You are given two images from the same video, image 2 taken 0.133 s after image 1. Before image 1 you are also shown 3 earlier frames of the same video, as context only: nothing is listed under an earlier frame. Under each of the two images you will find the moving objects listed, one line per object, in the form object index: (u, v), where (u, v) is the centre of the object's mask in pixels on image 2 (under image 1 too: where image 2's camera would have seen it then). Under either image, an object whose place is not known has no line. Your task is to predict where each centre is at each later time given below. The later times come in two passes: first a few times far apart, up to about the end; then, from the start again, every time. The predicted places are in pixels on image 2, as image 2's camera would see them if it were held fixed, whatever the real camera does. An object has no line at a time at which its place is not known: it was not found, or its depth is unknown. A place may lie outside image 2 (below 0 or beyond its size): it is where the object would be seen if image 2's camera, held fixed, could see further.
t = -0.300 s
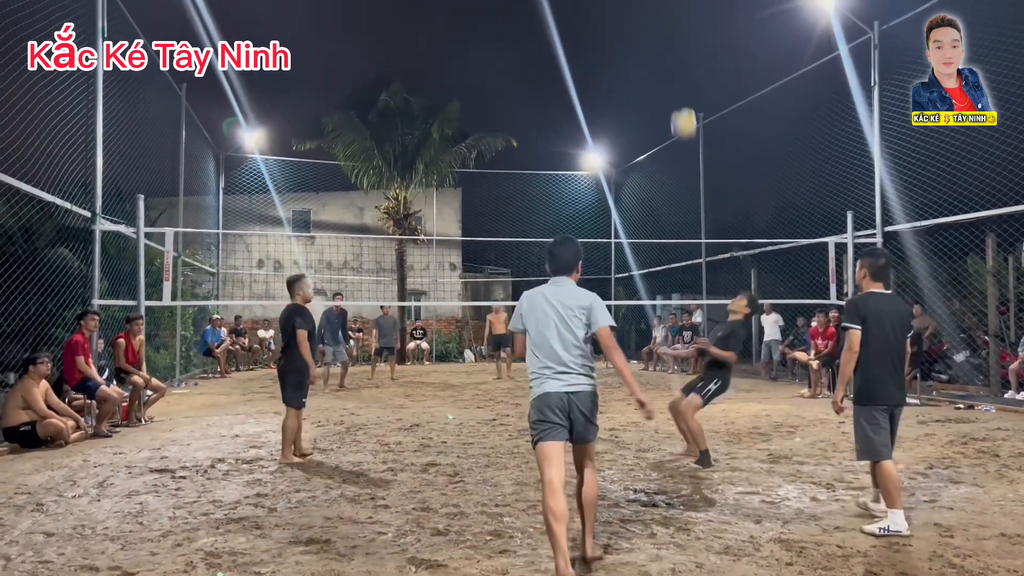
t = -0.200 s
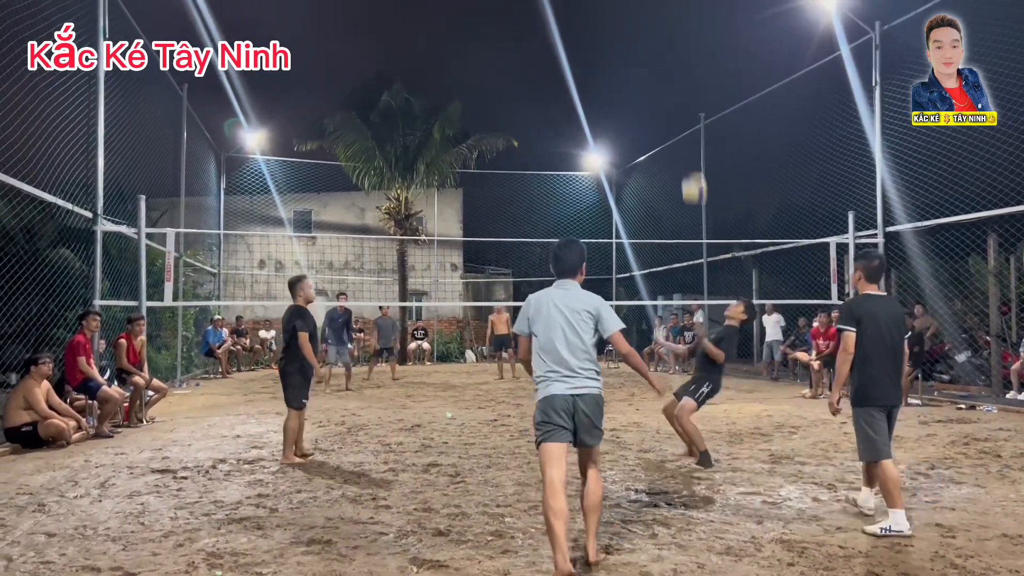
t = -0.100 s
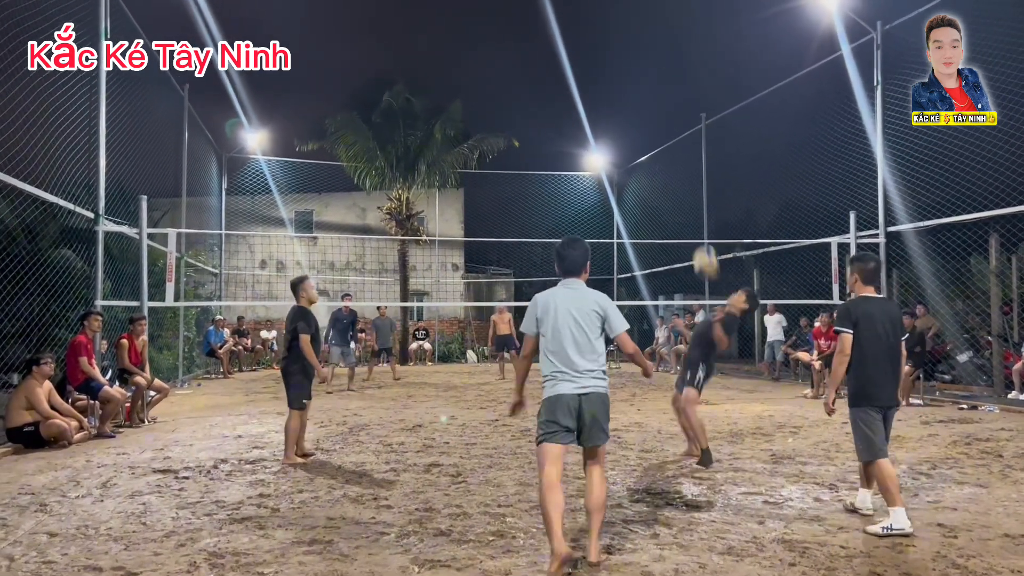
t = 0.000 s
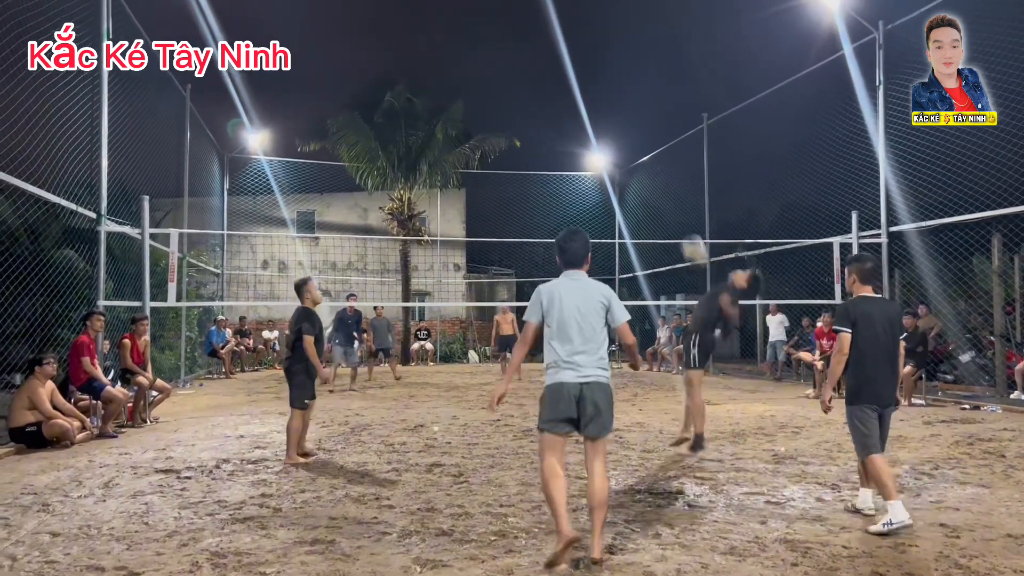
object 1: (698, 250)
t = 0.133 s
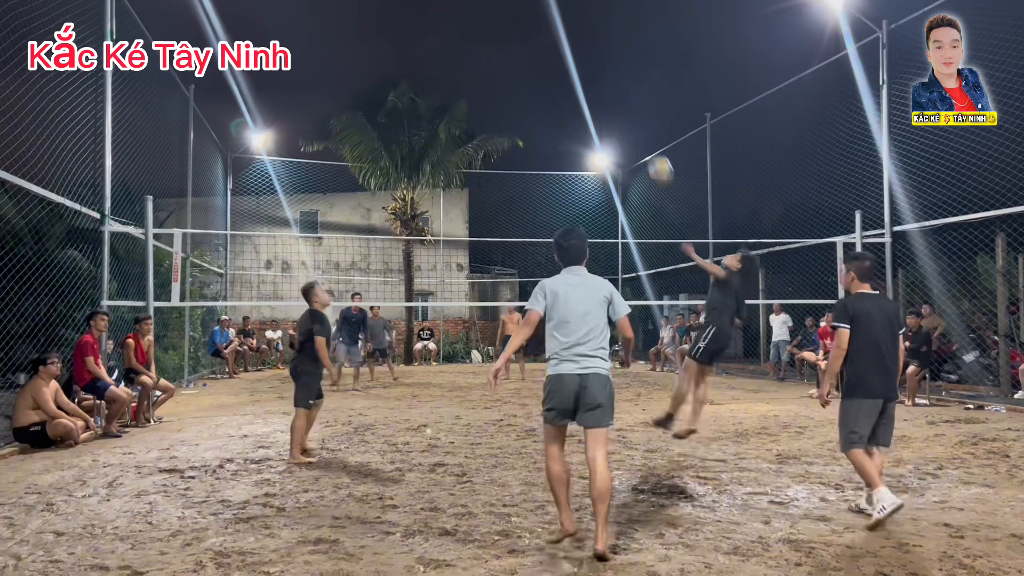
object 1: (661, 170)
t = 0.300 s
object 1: (620, 104)
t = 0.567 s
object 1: (561, 65)
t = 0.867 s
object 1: (506, 104)
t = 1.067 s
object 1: (473, 172)
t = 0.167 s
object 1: (653, 155)
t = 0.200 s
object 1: (644, 139)
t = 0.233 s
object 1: (636, 126)
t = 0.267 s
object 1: (628, 114)
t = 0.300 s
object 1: (620, 104)
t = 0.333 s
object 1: (612, 94)
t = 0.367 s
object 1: (605, 86)
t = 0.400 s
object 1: (597, 80)
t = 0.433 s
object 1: (590, 74)
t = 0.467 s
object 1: (584, 70)
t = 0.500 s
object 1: (576, 67)
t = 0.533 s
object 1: (569, 65)
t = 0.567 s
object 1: (561, 65)
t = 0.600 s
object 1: (556, 65)
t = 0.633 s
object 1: (549, 66)
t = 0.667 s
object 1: (543, 68)
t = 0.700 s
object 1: (536, 72)
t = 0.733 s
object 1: (530, 76)
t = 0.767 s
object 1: (524, 82)
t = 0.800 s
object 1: (518, 88)
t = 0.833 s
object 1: (512, 95)
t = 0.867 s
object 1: (506, 104)
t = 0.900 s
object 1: (500, 113)
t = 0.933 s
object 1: (495, 123)
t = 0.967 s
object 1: (489, 134)
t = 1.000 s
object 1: (484, 146)
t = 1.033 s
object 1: (478, 158)
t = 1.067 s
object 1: (473, 172)
